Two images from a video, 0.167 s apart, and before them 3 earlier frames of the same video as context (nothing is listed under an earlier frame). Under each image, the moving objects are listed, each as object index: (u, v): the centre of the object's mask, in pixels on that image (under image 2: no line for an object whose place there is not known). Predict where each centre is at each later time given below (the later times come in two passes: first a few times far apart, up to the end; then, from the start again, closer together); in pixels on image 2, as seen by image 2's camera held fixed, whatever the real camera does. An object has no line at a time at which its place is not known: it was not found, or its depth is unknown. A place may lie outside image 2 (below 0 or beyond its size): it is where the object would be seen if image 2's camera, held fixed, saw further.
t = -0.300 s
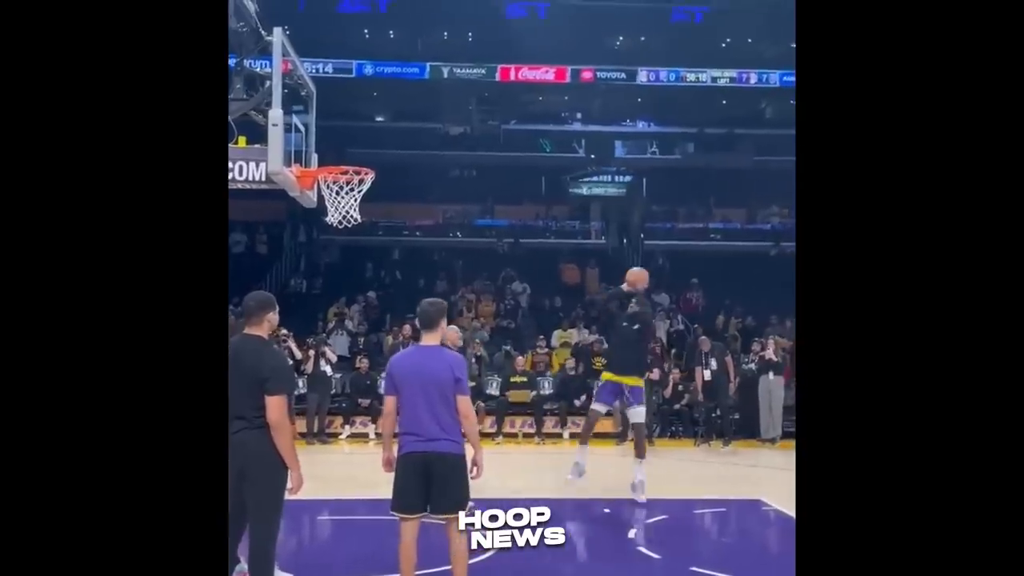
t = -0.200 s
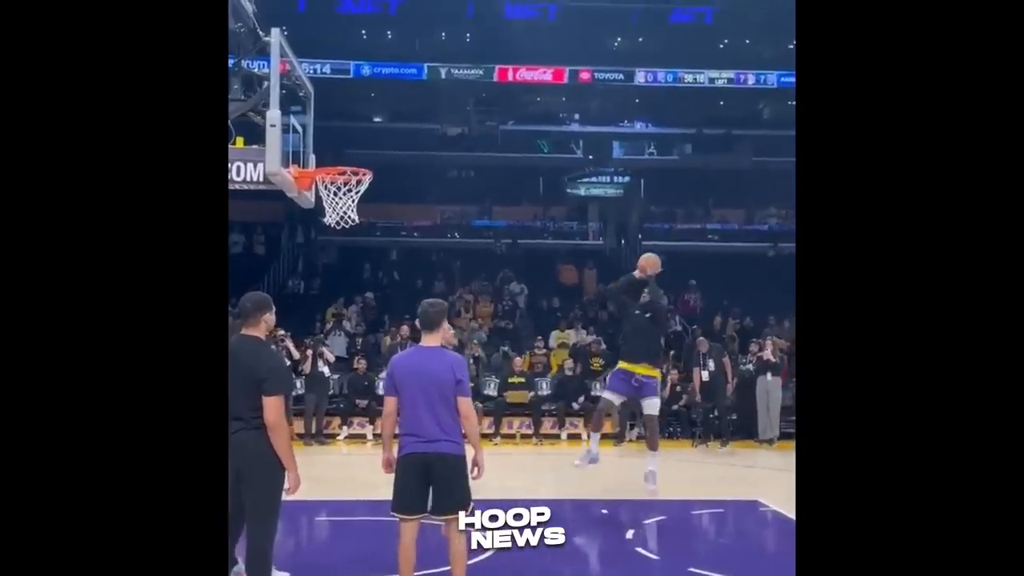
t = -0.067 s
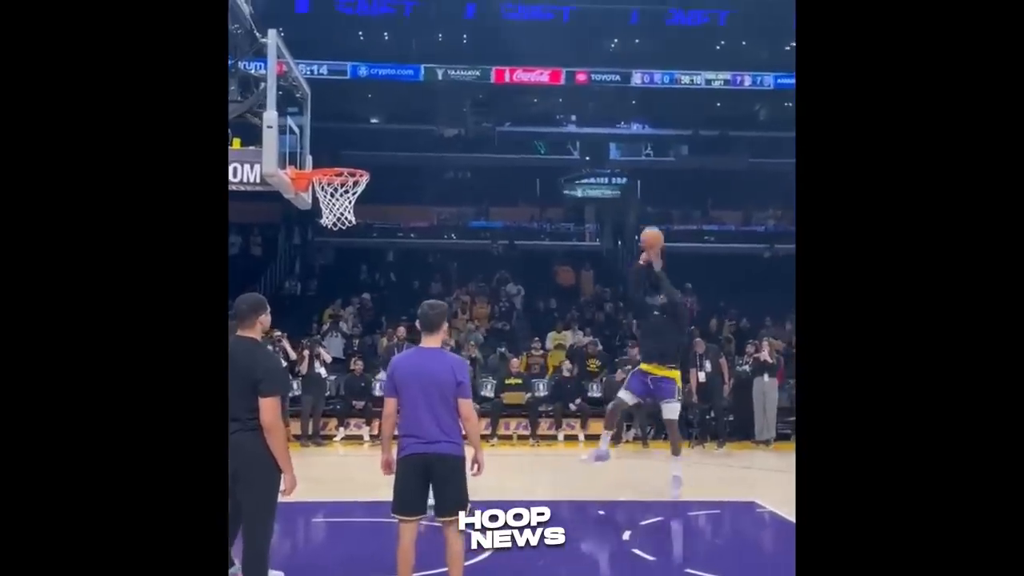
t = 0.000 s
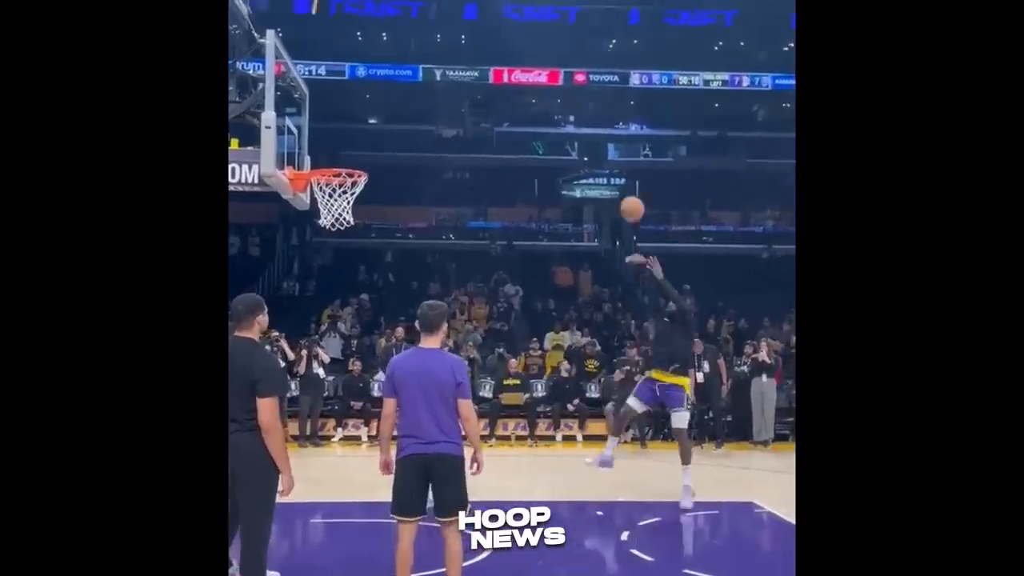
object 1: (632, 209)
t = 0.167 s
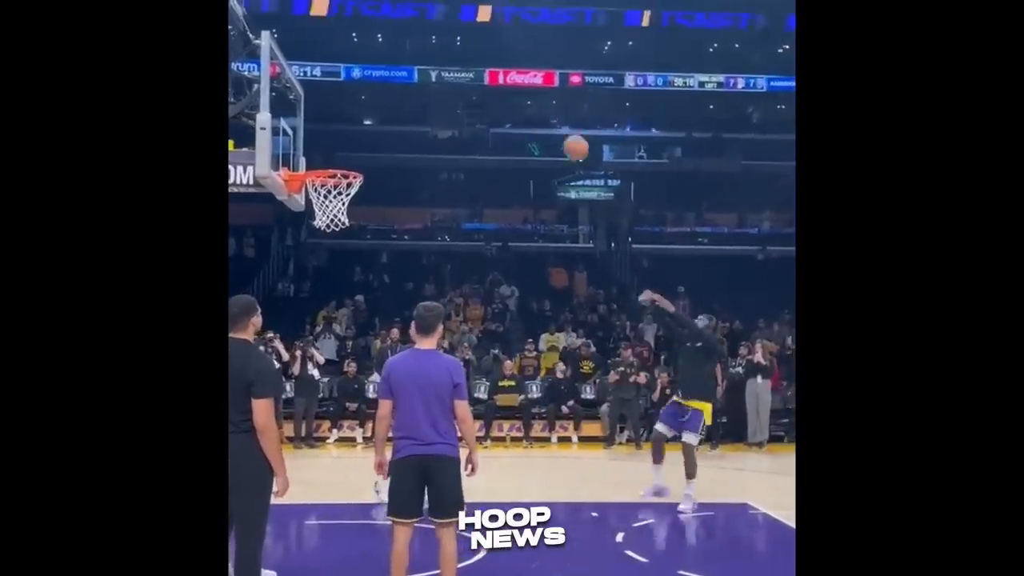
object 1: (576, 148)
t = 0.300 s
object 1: (532, 114)
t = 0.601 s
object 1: (423, 103)
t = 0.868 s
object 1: (320, 170)
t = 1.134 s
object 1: (353, 207)
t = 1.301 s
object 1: (337, 237)
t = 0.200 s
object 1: (565, 138)
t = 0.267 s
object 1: (543, 121)
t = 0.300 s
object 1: (532, 114)
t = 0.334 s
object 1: (521, 108)
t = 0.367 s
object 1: (509, 104)
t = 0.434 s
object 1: (486, 98)
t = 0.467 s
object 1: (473, 96)
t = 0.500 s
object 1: (461, 96)
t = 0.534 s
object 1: (449, 97)
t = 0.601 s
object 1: (423, 103)
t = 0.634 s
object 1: (410, 107)
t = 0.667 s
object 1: (397, 112)
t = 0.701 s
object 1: (384, 120)
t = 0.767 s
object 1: (356, 138)
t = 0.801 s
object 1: (342, 150)
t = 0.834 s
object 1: (327, 159)
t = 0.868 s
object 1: (320, 170)
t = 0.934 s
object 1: (352, 195)
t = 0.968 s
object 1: (359, 202)
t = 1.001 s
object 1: (361, 196)
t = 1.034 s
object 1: (361, 195)
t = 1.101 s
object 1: (354, 206)
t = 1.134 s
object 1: (353, 207)
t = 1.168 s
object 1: (351, 210)
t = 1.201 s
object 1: (348, 213)
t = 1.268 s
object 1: (341, 229)
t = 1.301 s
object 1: (337, 237)
